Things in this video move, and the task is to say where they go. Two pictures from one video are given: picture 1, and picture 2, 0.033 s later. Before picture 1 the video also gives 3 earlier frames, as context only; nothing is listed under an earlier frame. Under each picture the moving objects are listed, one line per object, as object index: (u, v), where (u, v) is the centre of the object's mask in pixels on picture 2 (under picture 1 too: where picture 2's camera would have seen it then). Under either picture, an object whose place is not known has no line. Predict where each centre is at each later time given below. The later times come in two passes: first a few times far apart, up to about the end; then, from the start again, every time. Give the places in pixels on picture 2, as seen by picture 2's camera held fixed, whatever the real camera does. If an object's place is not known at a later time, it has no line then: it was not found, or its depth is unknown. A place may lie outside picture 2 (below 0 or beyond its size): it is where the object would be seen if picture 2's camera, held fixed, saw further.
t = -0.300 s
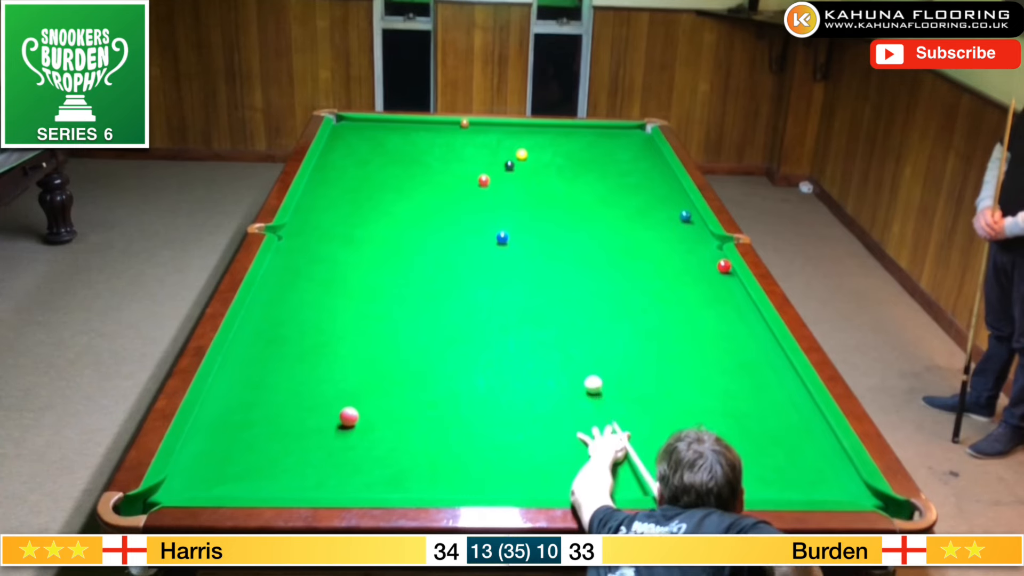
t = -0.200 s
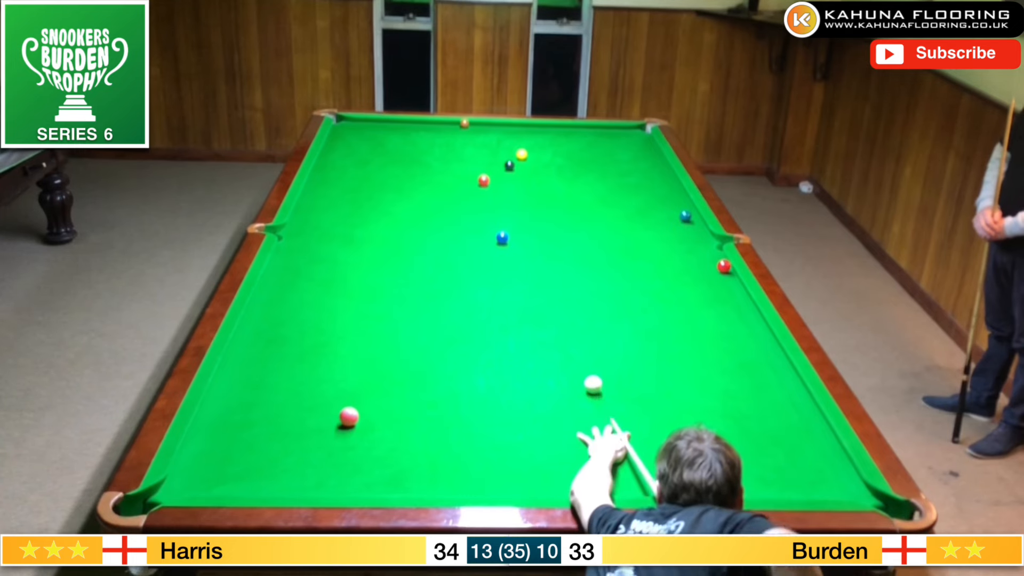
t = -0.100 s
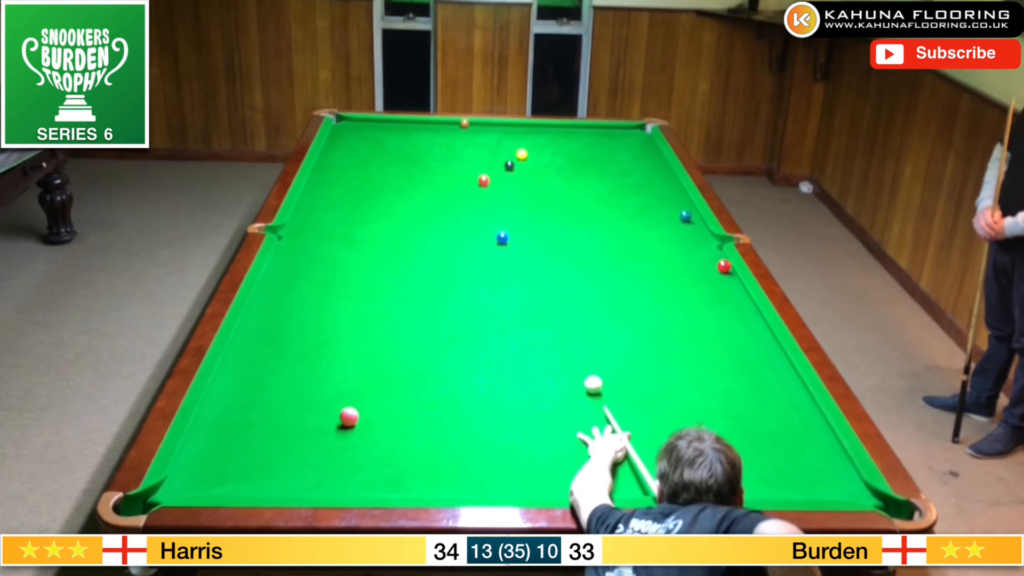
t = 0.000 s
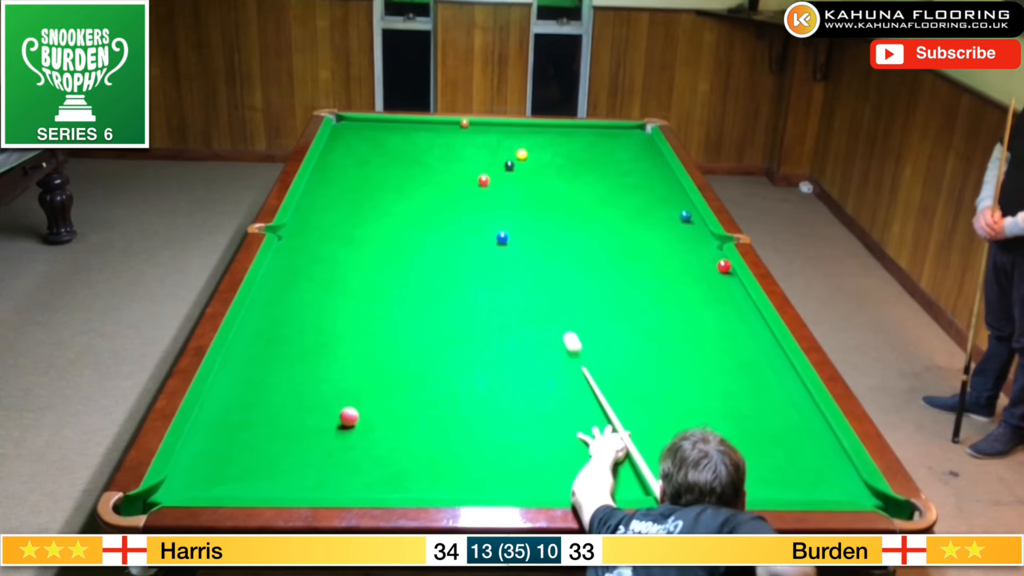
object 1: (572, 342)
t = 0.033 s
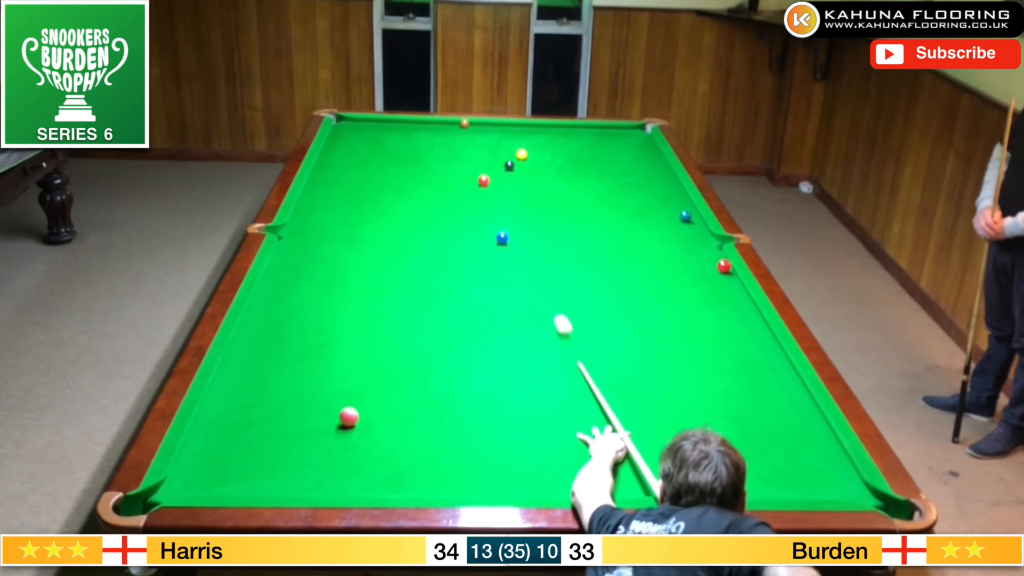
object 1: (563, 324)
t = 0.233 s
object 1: (521, 244)
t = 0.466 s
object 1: (491, 186)
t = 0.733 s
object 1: (515, 177)
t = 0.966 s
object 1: (535, 171)
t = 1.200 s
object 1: (554, 165)
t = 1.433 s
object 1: (571, 160)
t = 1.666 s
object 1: (587, 155)
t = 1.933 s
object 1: (603, 150)
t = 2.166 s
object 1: (616, 147)
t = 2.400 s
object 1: (627, 143)
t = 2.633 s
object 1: (637, 140)
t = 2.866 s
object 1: (647, 137)
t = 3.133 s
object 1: (642, 135)
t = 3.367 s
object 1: (636, 133)
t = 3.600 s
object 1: (631, 131)
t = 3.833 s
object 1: (627, 130)
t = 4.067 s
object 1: (624, 130)
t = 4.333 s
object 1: (622, 129)
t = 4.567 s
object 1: (620, 129)
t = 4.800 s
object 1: (620, 129)
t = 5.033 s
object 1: (621, 129)
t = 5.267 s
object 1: (620, 129)
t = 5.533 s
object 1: (620, 129)
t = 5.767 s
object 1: (620, 129)
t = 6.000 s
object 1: (620, 129)
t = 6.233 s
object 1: (620, 129)
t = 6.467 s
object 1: (620, 129)
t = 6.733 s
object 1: (620, 129)
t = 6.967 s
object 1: (620, 129)
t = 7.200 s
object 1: (620, 129)
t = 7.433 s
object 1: (620, 129)
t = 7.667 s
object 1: (620, 129)
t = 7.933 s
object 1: (620, 129)
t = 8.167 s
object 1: (620, 129)
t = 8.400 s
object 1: (620, 129)
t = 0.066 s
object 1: (554, 308)
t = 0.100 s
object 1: (547, 293)
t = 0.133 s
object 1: (539, 279)
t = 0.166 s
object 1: (533, 267)
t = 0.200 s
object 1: (526, 255)
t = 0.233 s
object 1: (521, 244)
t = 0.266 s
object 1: (516, 234)
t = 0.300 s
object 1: (511, 224)
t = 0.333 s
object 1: (506, 216)
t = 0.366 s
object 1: (502, 208)
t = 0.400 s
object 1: (498, 200)
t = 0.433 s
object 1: (494, 193)
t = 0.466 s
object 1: (491, 186)
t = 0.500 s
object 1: (491, 182)
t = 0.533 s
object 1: (495, 182)
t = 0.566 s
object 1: (499, 181)
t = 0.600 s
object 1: (502, 180)
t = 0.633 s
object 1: (505, 179)
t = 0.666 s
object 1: (509, 178)
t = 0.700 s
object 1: (512, 177)
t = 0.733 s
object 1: (515, 177)
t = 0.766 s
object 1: (518, 176)
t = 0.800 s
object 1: (521, 175)
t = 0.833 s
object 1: (524, 174)
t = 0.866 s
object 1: (527, 173)
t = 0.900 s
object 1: (530, 172)
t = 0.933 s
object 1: (533, 171)
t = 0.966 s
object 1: (535, 171)
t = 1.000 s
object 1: (538, 170)
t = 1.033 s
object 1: (541, 169)
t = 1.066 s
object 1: (544, 168)
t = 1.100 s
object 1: (546, 168)
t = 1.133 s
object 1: (549, 167)
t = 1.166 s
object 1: (552, 166)
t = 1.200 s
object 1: (554, 165)
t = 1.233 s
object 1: (557, 165)
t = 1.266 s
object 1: (559, 164)
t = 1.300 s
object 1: (562, 163)
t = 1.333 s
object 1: (564, 162)
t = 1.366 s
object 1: (566, 161)
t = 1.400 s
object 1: (569, 161)
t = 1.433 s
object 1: (571, 160)
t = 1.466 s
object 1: (573, 159)
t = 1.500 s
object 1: (576, 159)
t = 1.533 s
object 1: (578, 158)
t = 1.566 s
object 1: (580, 157)
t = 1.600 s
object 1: (582, 157)
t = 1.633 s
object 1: (584, 156)
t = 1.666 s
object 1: (587, 155)
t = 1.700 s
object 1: (589, 155)
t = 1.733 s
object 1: (591, 154)
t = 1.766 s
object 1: (593, 154)
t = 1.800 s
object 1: (595, 153)
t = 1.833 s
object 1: (597, 153)
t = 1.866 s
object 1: (599, 152)
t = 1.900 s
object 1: (601, 151)
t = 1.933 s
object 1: (603, 150)
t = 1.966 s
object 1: (605, 150)
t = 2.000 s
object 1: (607, 149)
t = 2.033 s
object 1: (608, 149)
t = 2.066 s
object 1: (610, 148)
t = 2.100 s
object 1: (612, 148)
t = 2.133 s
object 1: (614, 147)
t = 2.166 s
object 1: (616, 147)
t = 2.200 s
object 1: (617, 146)
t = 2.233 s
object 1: (619, 146)
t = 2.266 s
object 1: (621, 145)
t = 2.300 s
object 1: (622, 145)
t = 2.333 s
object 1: (624, 144)
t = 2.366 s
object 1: (626, 144)
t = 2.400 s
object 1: (627, 143)
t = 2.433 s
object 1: (629, 143)
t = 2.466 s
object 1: (630, 142)
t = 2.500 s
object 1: (632, 142)
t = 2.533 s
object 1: (633, 142)
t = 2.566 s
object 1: (635, 141)
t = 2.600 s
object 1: (636, 140)
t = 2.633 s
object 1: (637, 140)
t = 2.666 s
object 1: (639, 140)
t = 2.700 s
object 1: (641, 139)
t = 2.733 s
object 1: (642, 139)
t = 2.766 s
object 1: (643, 138)
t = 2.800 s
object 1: (645, 138)
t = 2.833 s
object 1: (646, 137)
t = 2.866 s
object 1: (647, 137)
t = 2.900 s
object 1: (648, 137)
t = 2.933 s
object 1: (648, 137)
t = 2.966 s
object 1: (647, 136)
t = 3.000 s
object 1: (646, 136)
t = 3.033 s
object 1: (645, 136)
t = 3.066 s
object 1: (644, 135)
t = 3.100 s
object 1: (643, 135)
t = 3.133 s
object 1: (642, 135)
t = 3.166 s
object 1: (641, 134)
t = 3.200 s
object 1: (640, 134)
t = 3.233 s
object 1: (639, 134)
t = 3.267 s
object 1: (639, 134)
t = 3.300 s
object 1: (638, 134)
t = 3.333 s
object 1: (637, 133)
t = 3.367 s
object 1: (636, 133)
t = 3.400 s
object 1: (635, 133)
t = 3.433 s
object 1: (635, 132)
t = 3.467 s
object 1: (634, 132)
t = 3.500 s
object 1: (633, 132)
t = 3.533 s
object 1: (632, 132)
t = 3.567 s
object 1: (632, 132)
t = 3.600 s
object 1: (631, 131)
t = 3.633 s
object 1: (631, 131)
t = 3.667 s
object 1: (630, 131)
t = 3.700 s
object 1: (630, 131)
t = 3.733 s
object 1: (629, 131)
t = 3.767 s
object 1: (628, 131)
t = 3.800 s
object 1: (628, 131)
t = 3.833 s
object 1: (627, 130)
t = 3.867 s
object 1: (627, 130)
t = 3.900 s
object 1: (626, 130)
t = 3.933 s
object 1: (626, 130)
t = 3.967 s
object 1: (625, 130)
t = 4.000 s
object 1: (625, 130)
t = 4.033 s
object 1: (625, 130)
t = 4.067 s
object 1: (624, 130)
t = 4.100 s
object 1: (624, 130)
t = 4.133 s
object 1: (623, 129)
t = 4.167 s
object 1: (623, 129)
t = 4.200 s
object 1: (623, 129)
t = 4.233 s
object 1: (623, 129)
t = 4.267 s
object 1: (622, 129)
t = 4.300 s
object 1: (622, 129)
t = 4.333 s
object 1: (622, 129)
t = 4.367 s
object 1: (621, 129)
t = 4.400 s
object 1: (621, 129)
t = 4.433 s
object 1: (621, 129)
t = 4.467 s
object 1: (621, 129)
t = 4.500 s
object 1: (621, 129)
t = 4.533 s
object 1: (620, 129)
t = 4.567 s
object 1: (620, 129)
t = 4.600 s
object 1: (620, 129)
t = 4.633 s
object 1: (620, 129)
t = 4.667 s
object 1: (620, 129)
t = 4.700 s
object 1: (620, 129)
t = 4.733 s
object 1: (620, 129)
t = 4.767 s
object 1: (620, 129)
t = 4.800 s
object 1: (620, 129)
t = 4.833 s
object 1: (620, 129)
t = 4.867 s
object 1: (620, 129)
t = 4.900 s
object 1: (620, 129)
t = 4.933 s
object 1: (620, 129)
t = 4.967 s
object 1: (621, 129)
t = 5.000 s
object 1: (621, 129)
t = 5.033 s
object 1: (621, 129)
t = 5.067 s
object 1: (621, 129)
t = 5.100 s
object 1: (621, 129)
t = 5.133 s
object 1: (621, 129)
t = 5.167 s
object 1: (621, 129)
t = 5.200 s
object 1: (621, 129)
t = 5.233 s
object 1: (620, 129)
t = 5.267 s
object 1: (620, 129)
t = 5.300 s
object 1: (620, 129)
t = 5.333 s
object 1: (620, 129)
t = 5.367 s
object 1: (620, 129)
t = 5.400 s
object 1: (620, 129)
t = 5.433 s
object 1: (620, 129)
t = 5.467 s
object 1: (620, 129)
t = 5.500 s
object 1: (620, 129)
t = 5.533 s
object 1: (620, 129)
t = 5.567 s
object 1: (620, 129)
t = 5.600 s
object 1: (620, 129)
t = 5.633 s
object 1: (620, 129)
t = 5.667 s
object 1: (620, 129)
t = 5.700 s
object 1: (620, 129)
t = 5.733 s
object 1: (620, 129)
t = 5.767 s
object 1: (620, 129)
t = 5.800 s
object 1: (620, 129)
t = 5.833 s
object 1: (620, 129)
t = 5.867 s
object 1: (620, 129)
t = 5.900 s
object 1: (620, 129)
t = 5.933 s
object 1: (620, 129)
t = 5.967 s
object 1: (620, 129)
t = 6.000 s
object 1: (620, 129)
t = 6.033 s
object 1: (620, 129)
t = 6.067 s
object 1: (620, 129)
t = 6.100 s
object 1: (621, 129)
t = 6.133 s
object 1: (620, 129)
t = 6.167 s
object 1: (620, 129)
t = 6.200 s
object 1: (620, 129)
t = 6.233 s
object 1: (620, 129)
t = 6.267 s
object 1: (620, 129)
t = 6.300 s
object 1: (620, 129)
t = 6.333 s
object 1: (620, 129)
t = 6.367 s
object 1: (620, 129)
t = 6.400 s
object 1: (620, 129)
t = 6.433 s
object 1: (620, 129)
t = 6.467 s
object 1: (620, 129)
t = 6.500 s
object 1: (620, 129)
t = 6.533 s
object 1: (620, 129)
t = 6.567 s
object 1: (620, 129)
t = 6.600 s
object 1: (620, 129)
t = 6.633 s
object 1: (620, 129)
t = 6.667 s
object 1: (620, 129)
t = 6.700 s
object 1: (620, 129)
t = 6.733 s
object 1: (620, 129)
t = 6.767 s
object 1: (620, 129)
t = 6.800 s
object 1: (620, 129)
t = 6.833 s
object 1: (620, 129)
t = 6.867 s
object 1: (620, 129)
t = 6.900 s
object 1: (620, 129)
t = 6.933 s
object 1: (620, 129)
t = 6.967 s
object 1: (620, 129)
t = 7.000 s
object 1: (620, 129)
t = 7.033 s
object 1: (620, 129)
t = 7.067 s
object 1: (620, 129)
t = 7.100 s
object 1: (620, 129)
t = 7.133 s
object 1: (620, 129)
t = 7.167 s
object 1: (620, 129)
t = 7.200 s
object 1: (620, 129)
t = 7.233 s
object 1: (620, 129)
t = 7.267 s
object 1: (620, 129)
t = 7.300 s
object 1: (620, 129)
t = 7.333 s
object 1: (620, 129)
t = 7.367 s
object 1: (620, 129)
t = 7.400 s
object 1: (620, 129)
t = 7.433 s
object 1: (620, 129)
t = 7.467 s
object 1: (620, 129)
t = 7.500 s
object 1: (620, 129)
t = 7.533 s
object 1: (620, 129)
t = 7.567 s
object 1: (620, 129)
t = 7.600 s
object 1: (620, 129)
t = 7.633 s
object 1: (620, 129)
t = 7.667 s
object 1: (620, 129)
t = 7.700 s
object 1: (620, 129)
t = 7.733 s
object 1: (620, 129)
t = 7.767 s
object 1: (620, 129)
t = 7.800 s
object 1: (620, 129)
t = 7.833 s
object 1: (620, 129)
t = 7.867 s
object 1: (620, 129)
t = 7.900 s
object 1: (620, 129)
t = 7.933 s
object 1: (620, 129)
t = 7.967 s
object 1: (620, 129)
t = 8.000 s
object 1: (620, 129)
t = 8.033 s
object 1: (620, 129)
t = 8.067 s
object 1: (620, 129)
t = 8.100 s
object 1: (620, 129)
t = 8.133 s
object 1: (620, 129)
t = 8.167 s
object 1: (620, 129)
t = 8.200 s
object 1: (620, 129)
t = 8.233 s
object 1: (620, 129)
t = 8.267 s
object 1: (620, 129)
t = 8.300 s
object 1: (620, 129)
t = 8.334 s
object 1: (620, 129)
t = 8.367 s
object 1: (620, 129)
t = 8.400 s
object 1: (620, 129)
